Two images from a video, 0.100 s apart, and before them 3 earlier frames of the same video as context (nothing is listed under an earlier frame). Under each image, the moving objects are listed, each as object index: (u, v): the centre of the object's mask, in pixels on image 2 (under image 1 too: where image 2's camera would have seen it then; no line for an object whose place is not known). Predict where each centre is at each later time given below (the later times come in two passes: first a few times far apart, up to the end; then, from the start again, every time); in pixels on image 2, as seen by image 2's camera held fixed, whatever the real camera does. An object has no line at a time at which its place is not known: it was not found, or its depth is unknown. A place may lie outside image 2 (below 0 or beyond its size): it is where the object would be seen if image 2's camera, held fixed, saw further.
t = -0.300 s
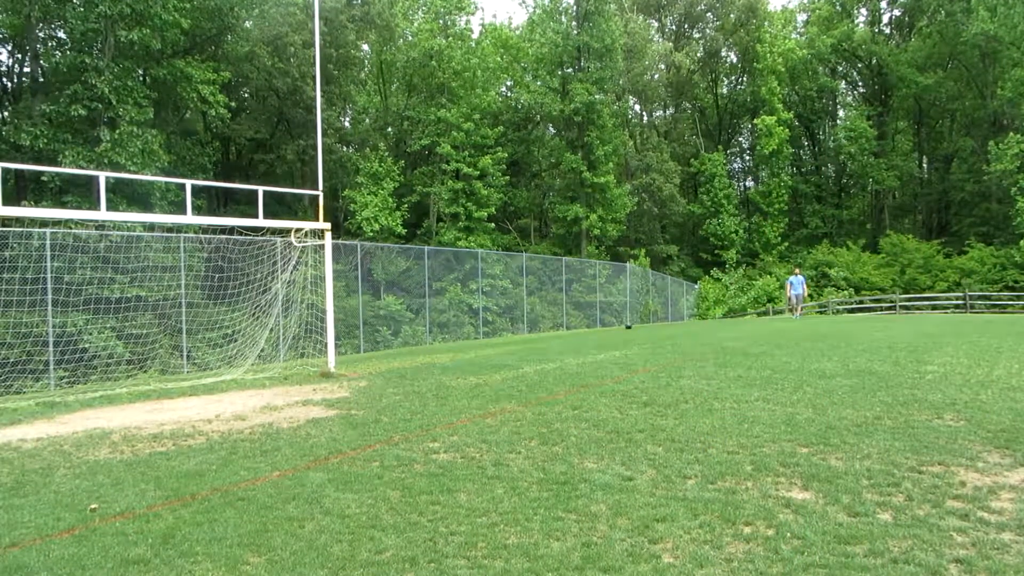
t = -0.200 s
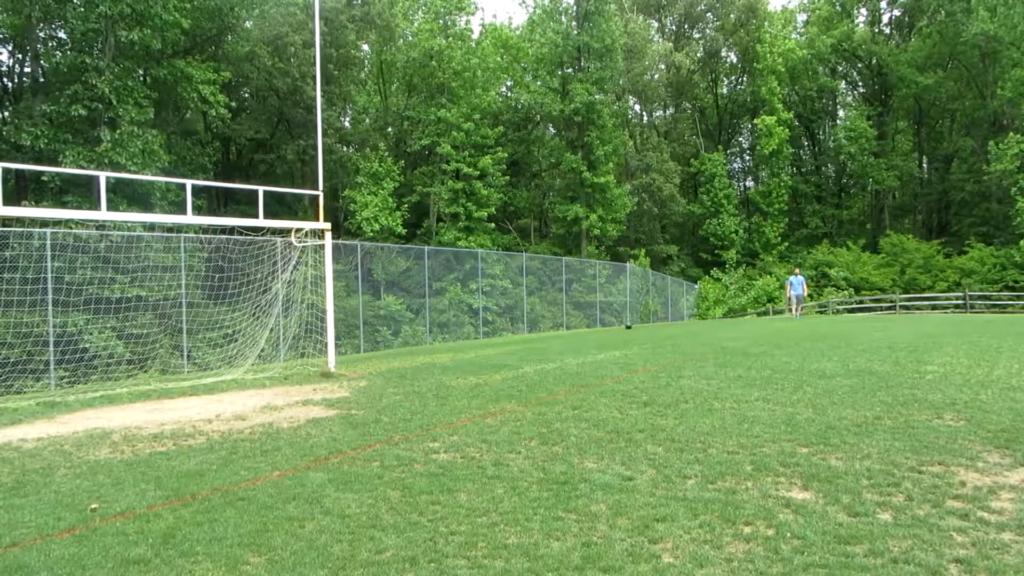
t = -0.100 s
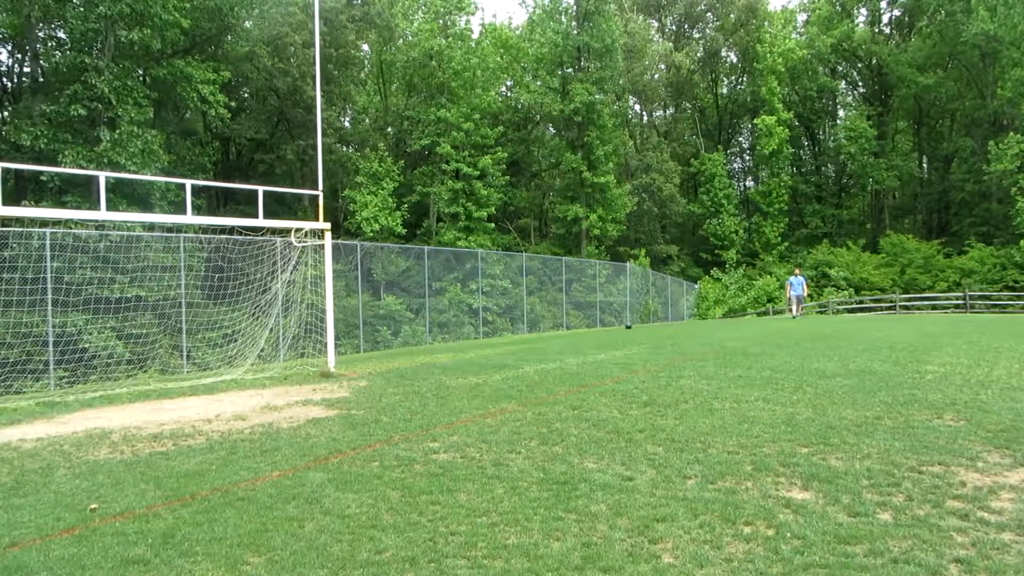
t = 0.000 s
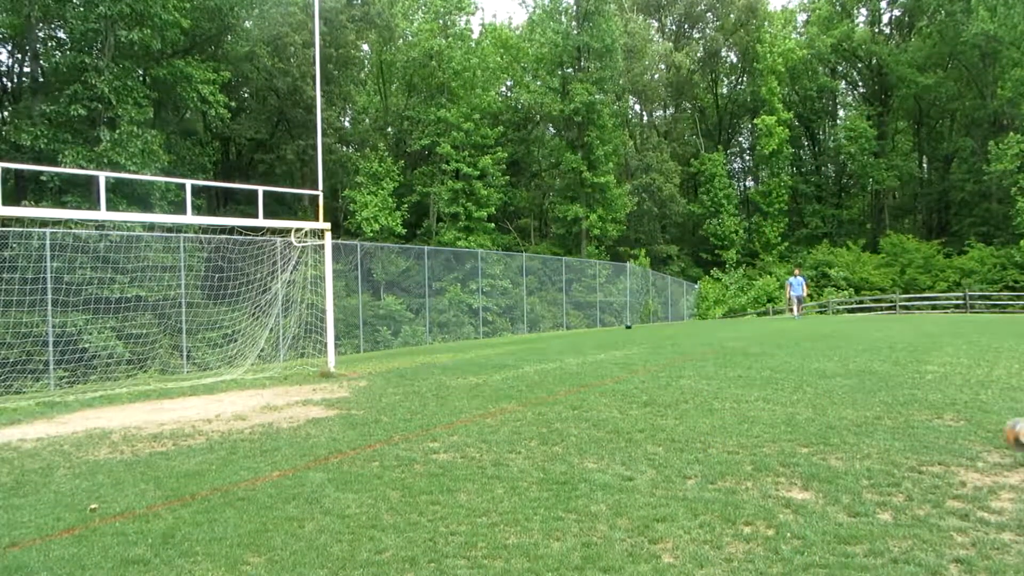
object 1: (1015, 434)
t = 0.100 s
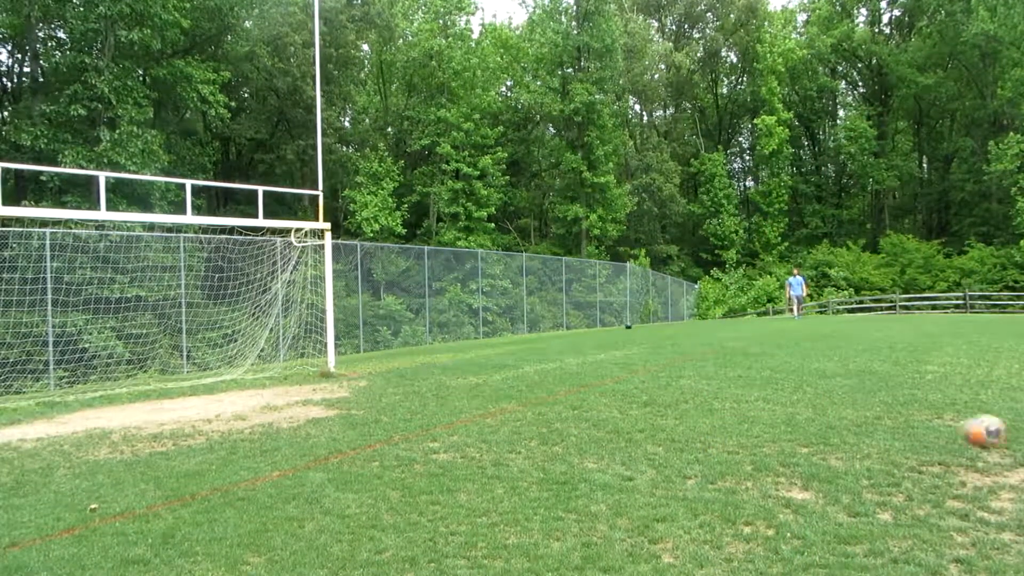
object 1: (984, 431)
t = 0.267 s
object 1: (902, 458)
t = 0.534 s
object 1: (776, 455)
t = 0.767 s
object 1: (666, 473)
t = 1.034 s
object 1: (537, 480)
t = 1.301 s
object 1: (412, 485)
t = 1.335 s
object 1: (400, 486)
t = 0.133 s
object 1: (966, 434)
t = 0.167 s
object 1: (945, 438)
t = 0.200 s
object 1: (933, 442)
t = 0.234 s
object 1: (917, 451)
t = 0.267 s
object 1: (902, 458)
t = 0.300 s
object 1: (883, 455)
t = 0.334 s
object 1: (865, 448)
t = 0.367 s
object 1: (854, 446)
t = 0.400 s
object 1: (836, 444)
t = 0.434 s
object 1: (825, 444)
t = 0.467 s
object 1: (806, 445)
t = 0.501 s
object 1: (787, 450)
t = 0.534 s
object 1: (776, 455)
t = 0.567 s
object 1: (760, 462)
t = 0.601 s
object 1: (746, 466)
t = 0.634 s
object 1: (726, 465)
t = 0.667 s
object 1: (708, 466)
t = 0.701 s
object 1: (695, 468)
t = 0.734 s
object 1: (677, 470)
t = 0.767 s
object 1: (666, 473)
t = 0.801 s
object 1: (646, 471)
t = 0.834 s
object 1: (629, 473)
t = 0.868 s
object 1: (616, 475)
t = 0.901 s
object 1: (599, 477)
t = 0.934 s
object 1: (586, 478)
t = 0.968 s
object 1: (568, 478)
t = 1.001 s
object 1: (548, 478)
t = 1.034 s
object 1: (537, 480)
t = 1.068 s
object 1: (520, 482)
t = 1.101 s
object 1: (507, 483)
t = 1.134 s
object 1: (487, 481)
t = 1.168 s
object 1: (472, 483)
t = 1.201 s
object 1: (457, 484)
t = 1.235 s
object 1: (439, 484)
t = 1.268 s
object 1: (427, 487)
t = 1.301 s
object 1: (412, 485)
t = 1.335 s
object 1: (400, 486)
